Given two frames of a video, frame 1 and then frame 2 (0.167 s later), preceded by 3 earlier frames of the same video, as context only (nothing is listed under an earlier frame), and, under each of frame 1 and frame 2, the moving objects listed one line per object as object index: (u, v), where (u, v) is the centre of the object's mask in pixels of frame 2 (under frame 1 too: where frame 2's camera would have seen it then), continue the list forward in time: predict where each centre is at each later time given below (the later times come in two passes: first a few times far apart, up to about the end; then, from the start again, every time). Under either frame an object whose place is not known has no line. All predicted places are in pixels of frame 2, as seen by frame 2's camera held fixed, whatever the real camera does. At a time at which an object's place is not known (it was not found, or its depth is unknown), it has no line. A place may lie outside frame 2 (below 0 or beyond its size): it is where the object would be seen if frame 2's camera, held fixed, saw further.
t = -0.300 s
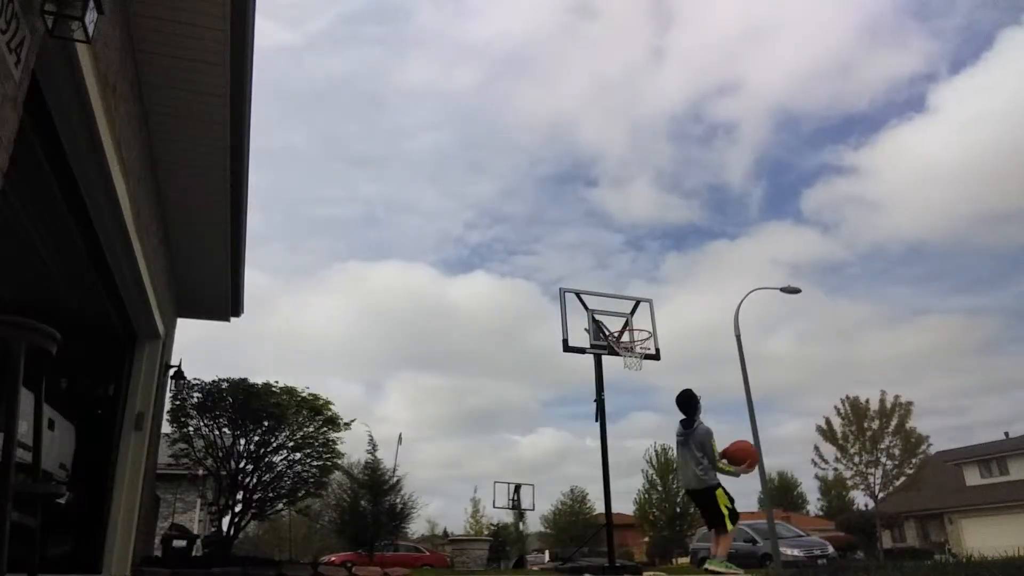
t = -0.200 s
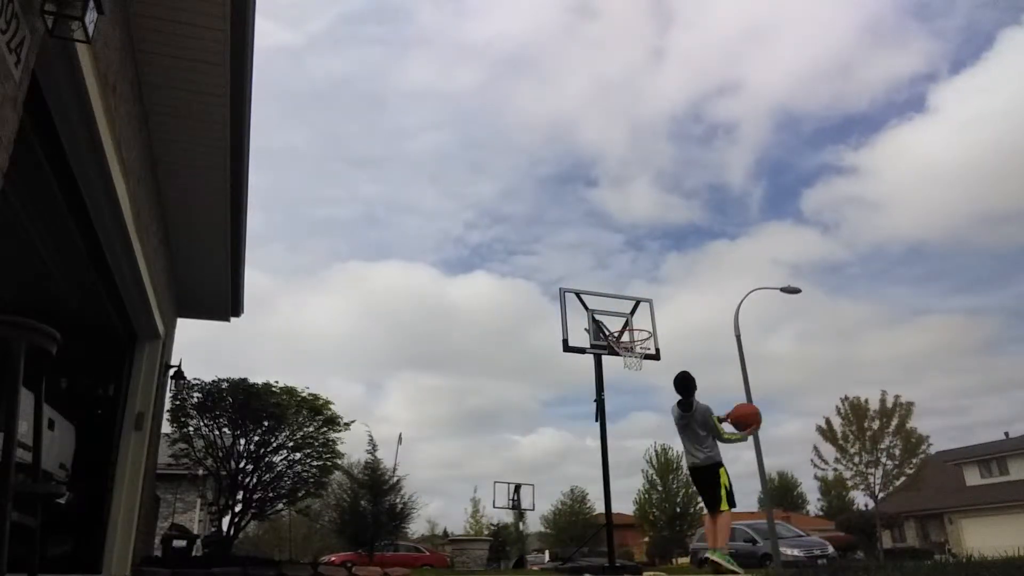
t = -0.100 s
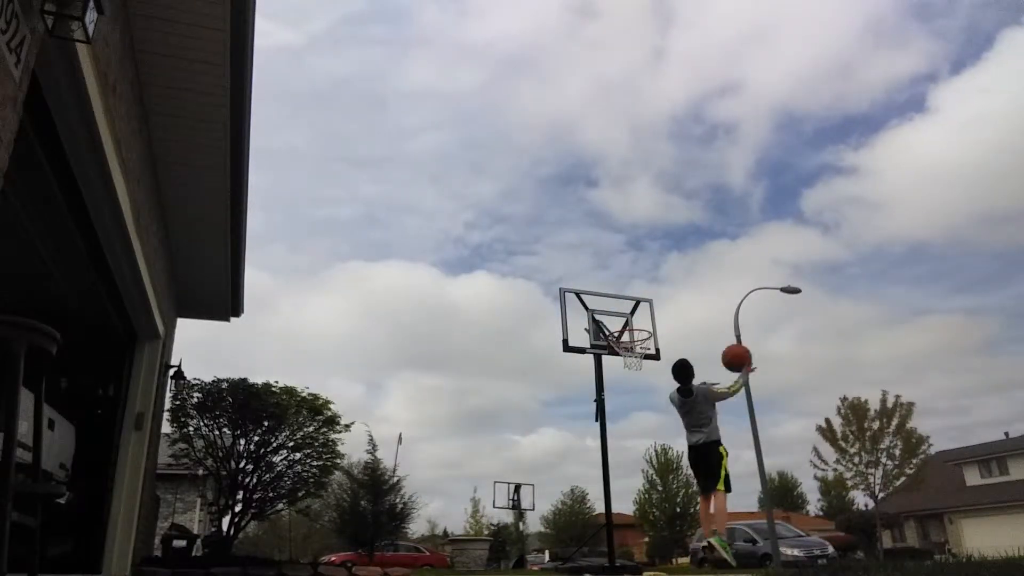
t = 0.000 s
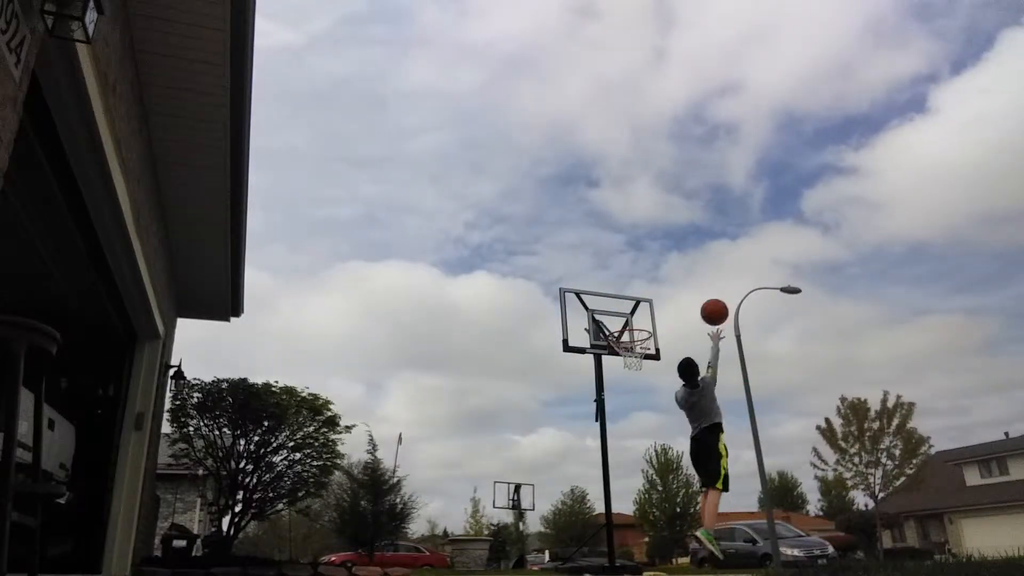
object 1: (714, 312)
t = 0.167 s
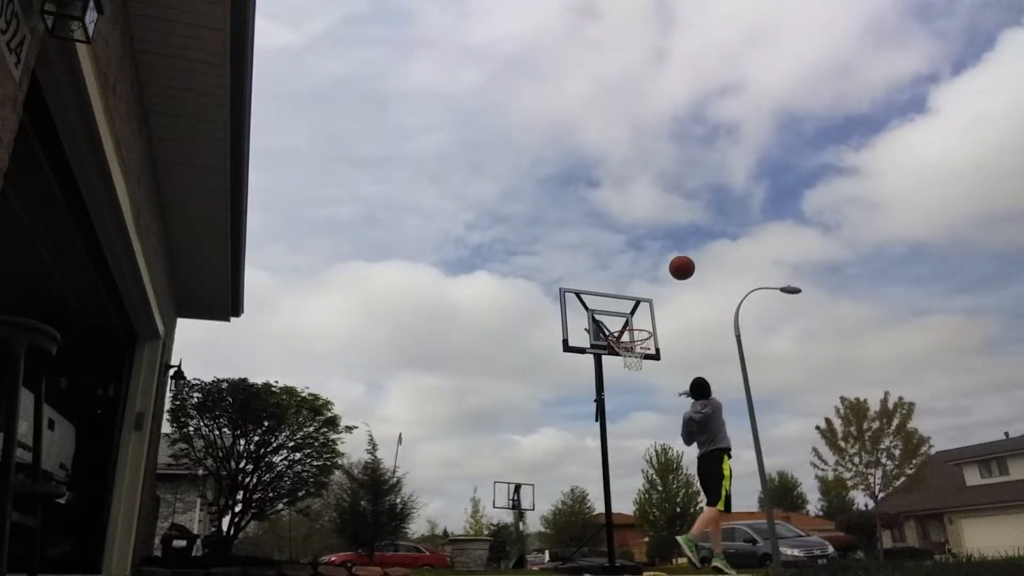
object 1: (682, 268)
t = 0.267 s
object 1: (666, 256)
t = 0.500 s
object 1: (638, 265)
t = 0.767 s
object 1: (612, 327)
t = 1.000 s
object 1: (612, 321)
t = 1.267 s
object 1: (626, 335)
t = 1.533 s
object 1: (647, 378)
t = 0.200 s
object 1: (676, 263)
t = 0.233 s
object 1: (671, 259)
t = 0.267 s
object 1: (666, 256)
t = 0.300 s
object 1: (661, 254)
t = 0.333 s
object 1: (657, 254)
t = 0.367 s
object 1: (653, 254)
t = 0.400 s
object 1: (649, 256)
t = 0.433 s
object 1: (645, 258)
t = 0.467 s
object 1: (641, 261)
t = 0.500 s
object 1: (638, 265)
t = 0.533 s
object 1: (634, 270)
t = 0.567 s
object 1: (631, 276)
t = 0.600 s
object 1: (628, 282)
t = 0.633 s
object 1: (625, 290)
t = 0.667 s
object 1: (621, 298)
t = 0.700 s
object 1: (619, 307)
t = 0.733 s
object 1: (616, 317)
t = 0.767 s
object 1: (612, 327)
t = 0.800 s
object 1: (612, 328)
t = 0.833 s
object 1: (612, 326)
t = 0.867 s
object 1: (612, 323)
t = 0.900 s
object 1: (612, 321)
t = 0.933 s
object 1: (612, 320)
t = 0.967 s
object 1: (612, 320)
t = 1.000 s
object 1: (612, 321)
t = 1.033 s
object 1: (613, 322)
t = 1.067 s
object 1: (613, 325)
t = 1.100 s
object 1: (614, 326)
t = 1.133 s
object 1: (616, 329)
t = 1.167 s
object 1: (618, 329)
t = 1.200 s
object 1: (620, 330)
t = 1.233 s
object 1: (623, 332)
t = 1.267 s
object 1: (626, 335)
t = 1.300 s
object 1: (629, 338)
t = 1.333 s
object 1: (631, 343)
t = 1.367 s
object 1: (634, 349)
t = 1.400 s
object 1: (637, 355)
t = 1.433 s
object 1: (639, 359)
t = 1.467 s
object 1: (642, 364)
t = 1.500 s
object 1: (645, 371)
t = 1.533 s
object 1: (647, 378)
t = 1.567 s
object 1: (650, 386)
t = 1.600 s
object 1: (653, 395)
